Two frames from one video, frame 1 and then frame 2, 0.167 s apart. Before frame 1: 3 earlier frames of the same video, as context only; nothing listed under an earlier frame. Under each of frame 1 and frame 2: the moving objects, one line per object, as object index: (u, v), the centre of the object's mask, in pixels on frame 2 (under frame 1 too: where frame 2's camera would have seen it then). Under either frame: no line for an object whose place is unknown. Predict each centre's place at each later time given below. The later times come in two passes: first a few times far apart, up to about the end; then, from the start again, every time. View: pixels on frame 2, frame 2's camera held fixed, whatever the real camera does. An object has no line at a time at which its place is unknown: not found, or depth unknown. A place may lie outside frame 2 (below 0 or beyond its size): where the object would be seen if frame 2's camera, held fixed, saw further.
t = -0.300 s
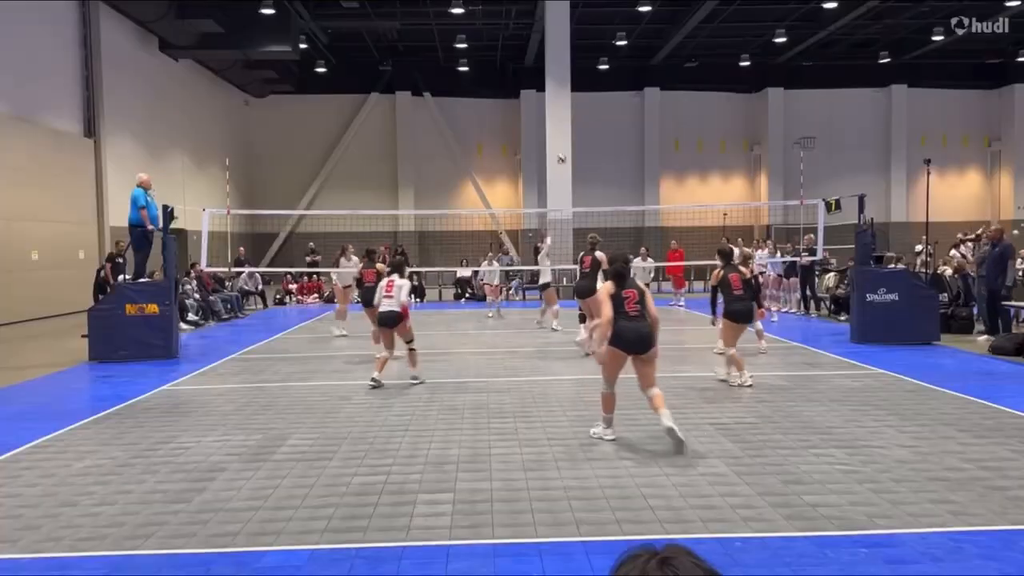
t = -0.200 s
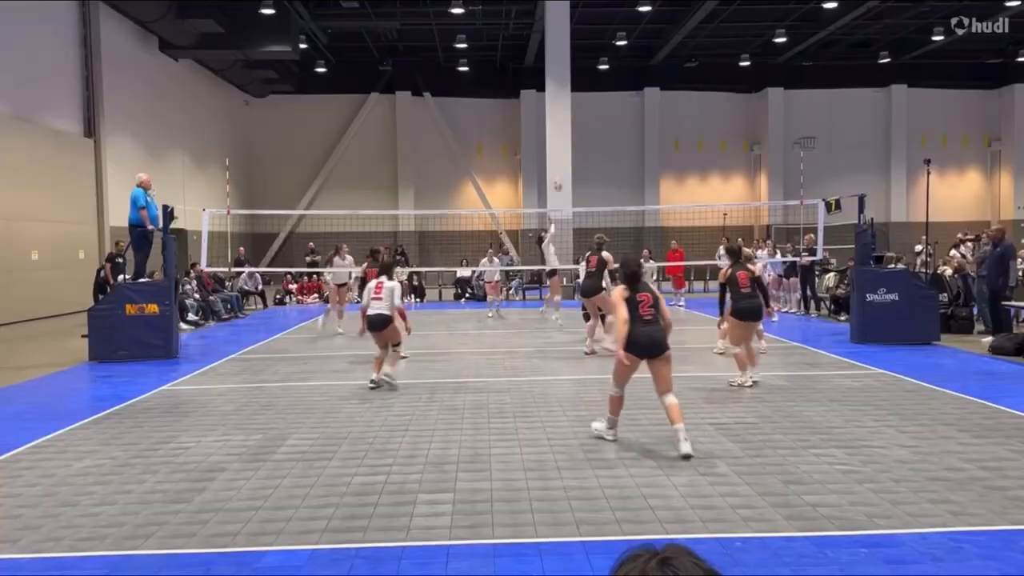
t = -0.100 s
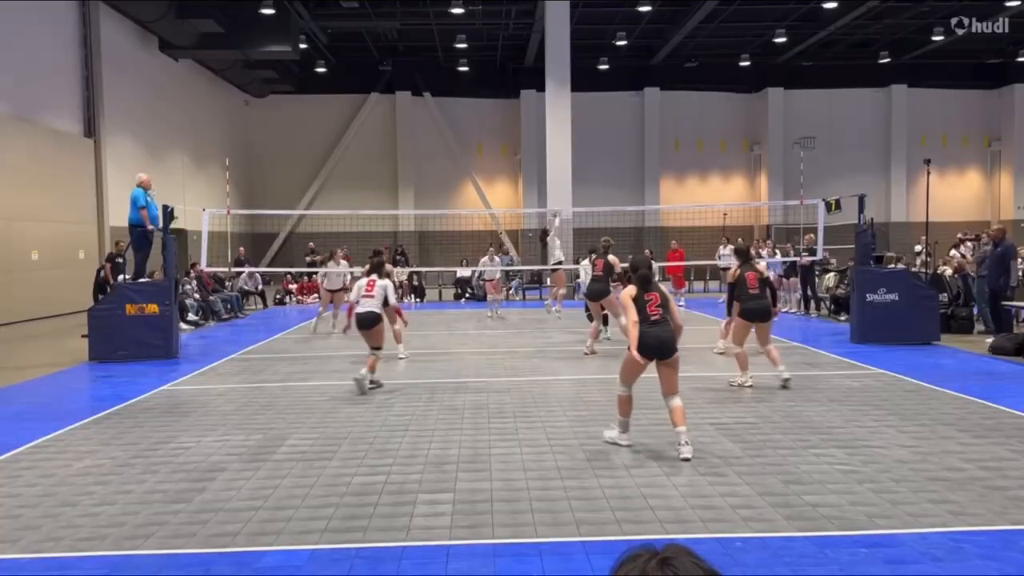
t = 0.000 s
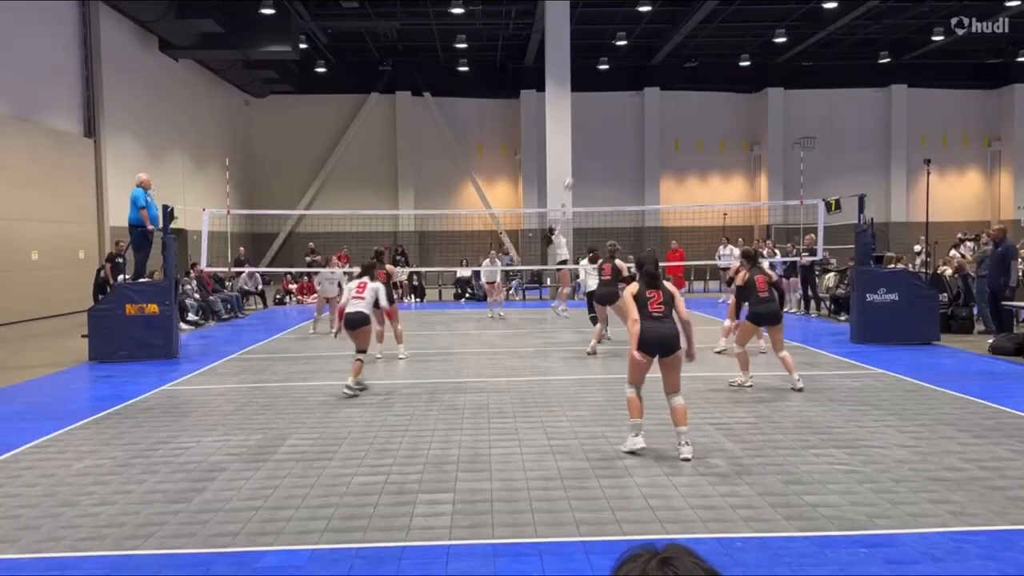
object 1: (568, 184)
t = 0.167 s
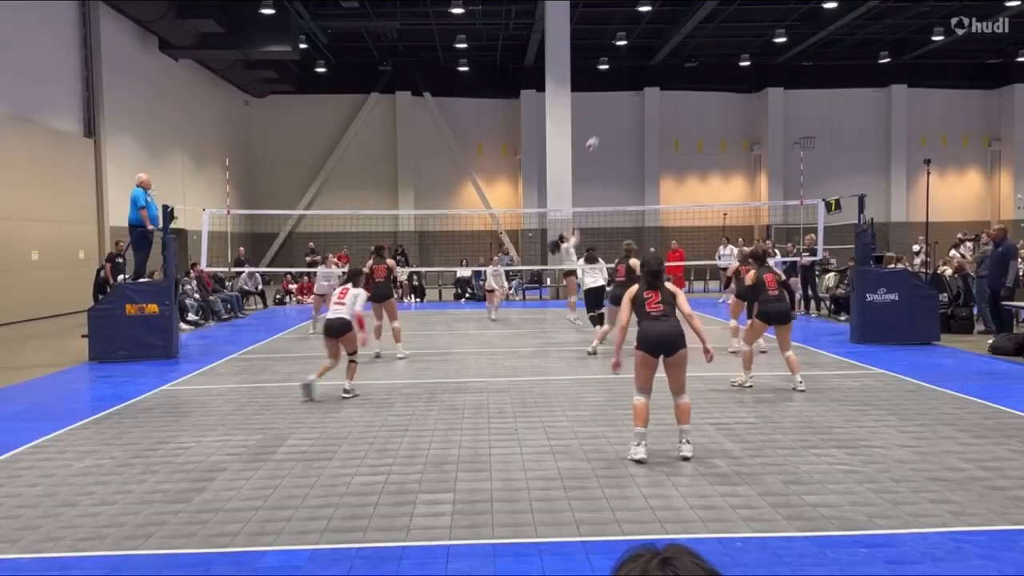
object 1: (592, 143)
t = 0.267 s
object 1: (605, 126)
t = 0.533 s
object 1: (643, 106)
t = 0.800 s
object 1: (680, 123)
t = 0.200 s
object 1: (597, 137)
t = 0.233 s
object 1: (601, 131)
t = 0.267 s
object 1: (605, 126)
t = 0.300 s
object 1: (610, 121)
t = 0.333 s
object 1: (615, 117)
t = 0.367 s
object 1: (620, 114)
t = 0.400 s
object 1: (624, 111)
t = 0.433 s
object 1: (629, 109)
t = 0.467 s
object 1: (634, 108)
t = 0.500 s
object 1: (638, 107)
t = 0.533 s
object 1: (643, 106)
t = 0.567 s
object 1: (647, 106)
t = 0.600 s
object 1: (652, 107)
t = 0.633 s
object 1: (657, 108)
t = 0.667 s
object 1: (662, 110)
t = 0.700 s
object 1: (666, 112)
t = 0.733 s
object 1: (671, 115)
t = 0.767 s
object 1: (675, 119)
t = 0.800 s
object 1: (680, 123)
